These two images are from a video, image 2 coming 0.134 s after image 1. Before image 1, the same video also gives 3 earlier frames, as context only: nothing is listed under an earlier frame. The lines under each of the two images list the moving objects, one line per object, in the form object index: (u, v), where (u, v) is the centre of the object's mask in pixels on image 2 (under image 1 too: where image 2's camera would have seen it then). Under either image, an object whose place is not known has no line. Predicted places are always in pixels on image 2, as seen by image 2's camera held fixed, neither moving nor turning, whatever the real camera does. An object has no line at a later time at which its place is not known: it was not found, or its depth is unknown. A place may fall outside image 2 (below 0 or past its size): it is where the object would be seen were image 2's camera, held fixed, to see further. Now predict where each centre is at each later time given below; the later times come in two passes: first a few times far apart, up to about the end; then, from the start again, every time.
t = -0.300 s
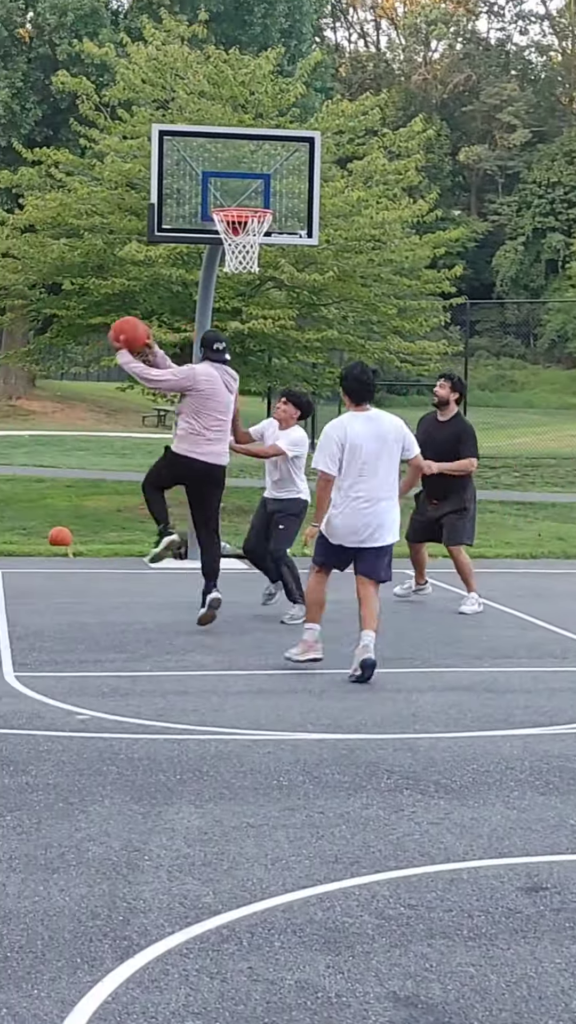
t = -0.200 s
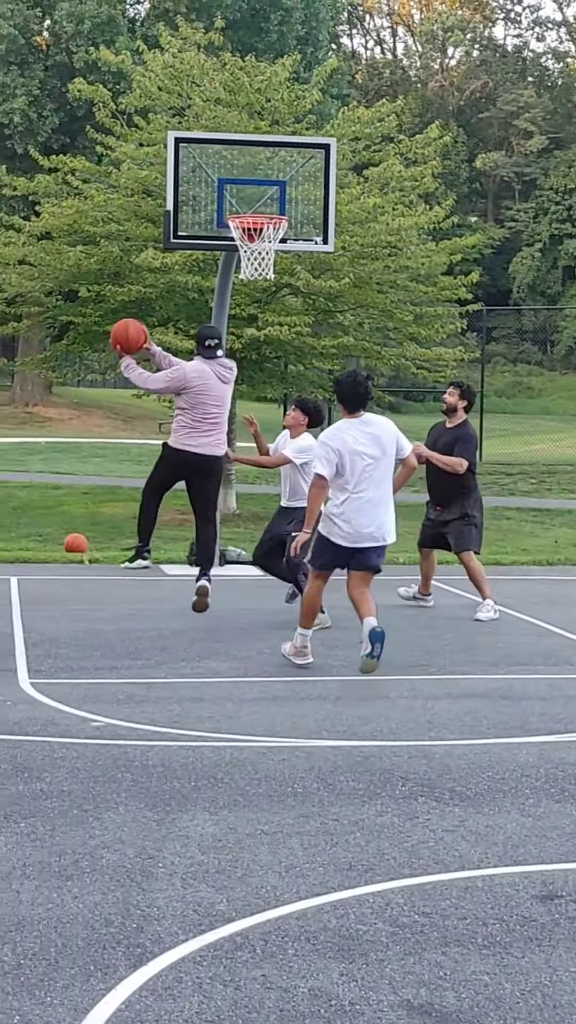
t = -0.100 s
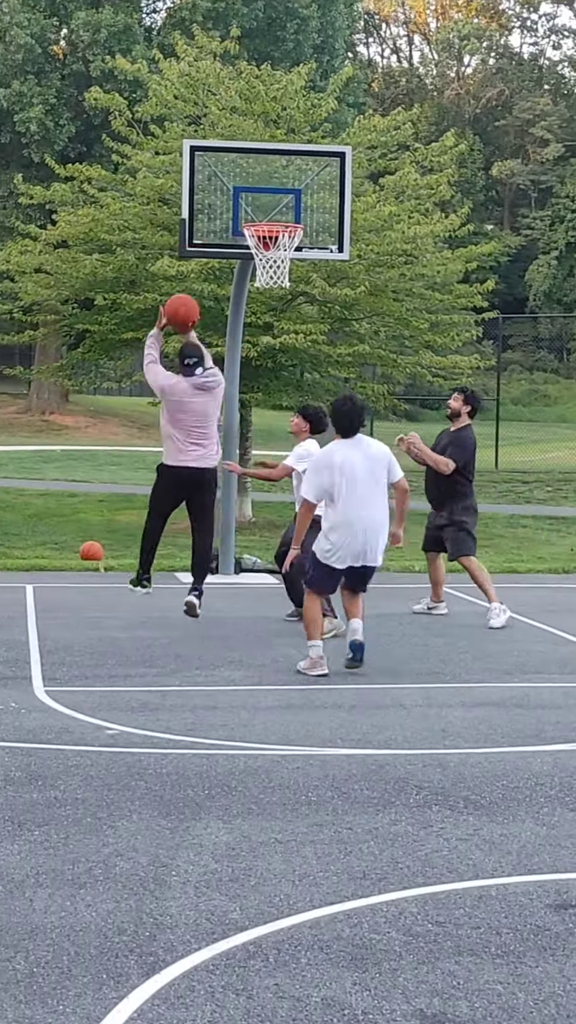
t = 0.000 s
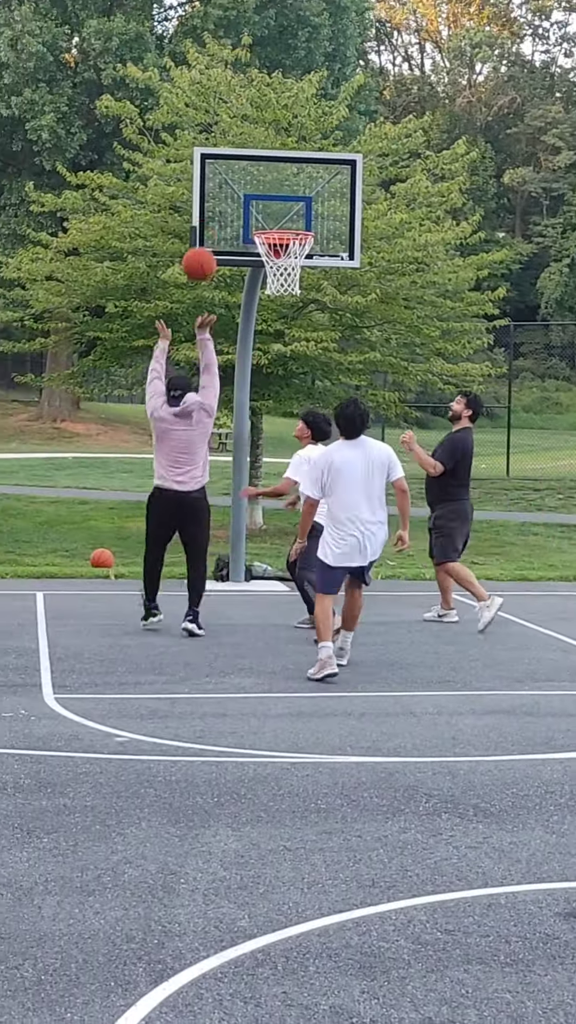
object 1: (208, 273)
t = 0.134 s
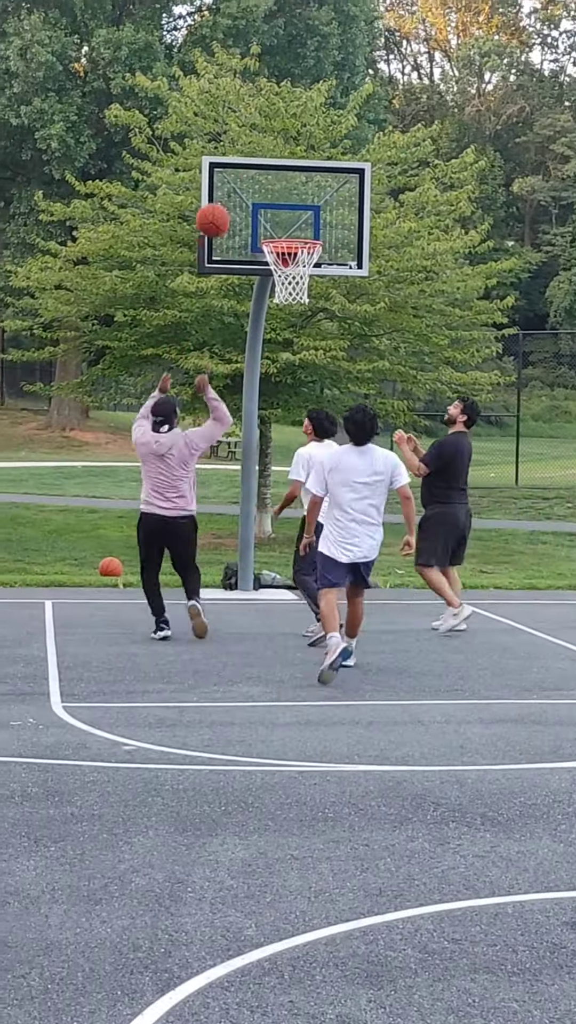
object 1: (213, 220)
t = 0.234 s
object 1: (217, 190)
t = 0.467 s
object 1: (227, 176)
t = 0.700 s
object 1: (234, 228)
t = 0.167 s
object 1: (215, 208)
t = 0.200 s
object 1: (216, 199)
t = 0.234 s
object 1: (217, 190)
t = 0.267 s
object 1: (219, 184)
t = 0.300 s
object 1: (221, 177)
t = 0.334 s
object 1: (222, 176)
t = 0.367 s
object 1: (223, 174)
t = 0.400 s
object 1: (225, 174)
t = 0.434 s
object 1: (226, 174)
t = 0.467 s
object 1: (227, 176)
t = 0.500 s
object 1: (228, 179)
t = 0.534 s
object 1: (229, 184)
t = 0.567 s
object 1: (231, 190)
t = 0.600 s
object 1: (232, 198)
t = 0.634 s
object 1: (233, 207)
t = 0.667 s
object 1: (234, 217)
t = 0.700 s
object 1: (234, 228)
